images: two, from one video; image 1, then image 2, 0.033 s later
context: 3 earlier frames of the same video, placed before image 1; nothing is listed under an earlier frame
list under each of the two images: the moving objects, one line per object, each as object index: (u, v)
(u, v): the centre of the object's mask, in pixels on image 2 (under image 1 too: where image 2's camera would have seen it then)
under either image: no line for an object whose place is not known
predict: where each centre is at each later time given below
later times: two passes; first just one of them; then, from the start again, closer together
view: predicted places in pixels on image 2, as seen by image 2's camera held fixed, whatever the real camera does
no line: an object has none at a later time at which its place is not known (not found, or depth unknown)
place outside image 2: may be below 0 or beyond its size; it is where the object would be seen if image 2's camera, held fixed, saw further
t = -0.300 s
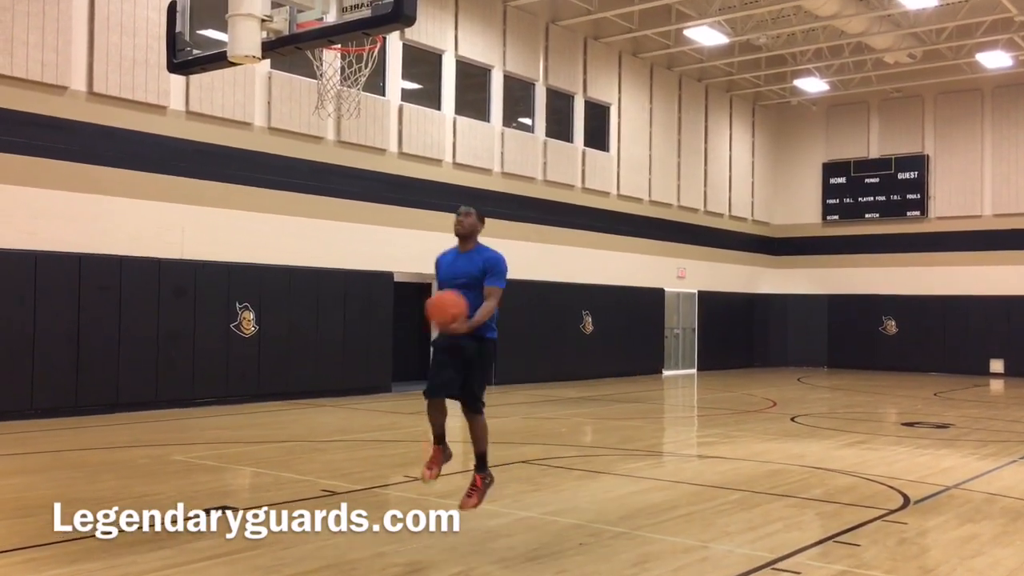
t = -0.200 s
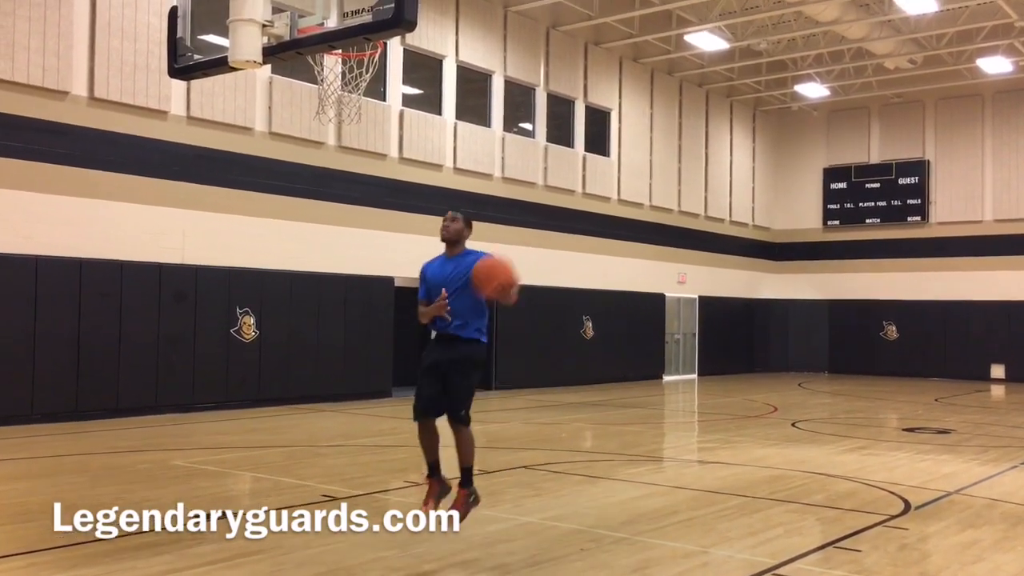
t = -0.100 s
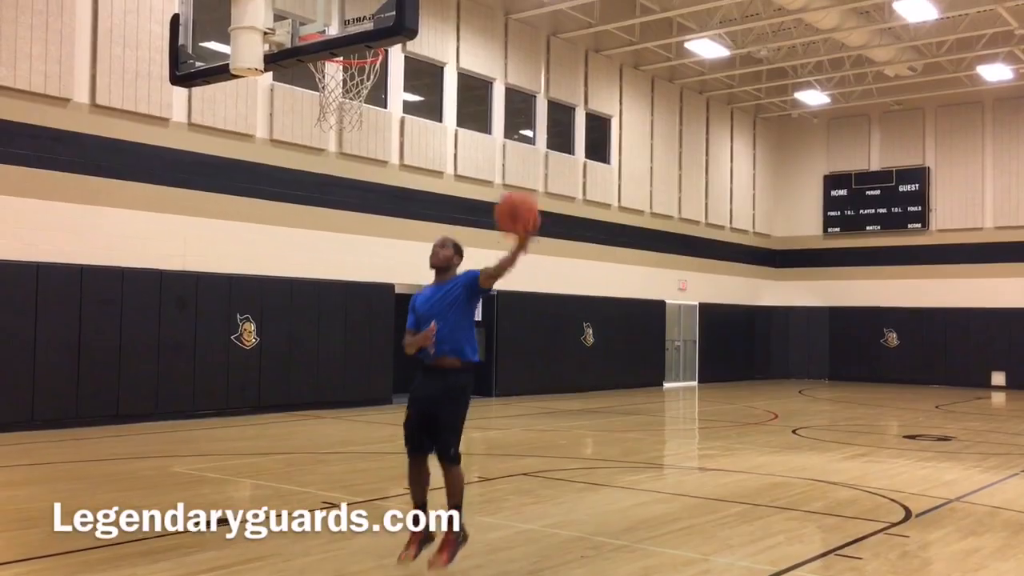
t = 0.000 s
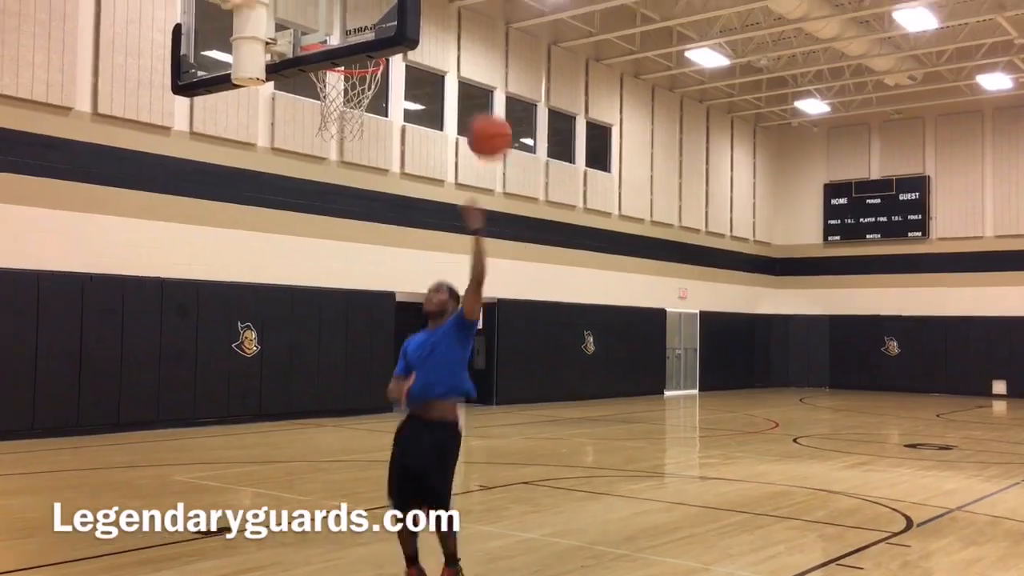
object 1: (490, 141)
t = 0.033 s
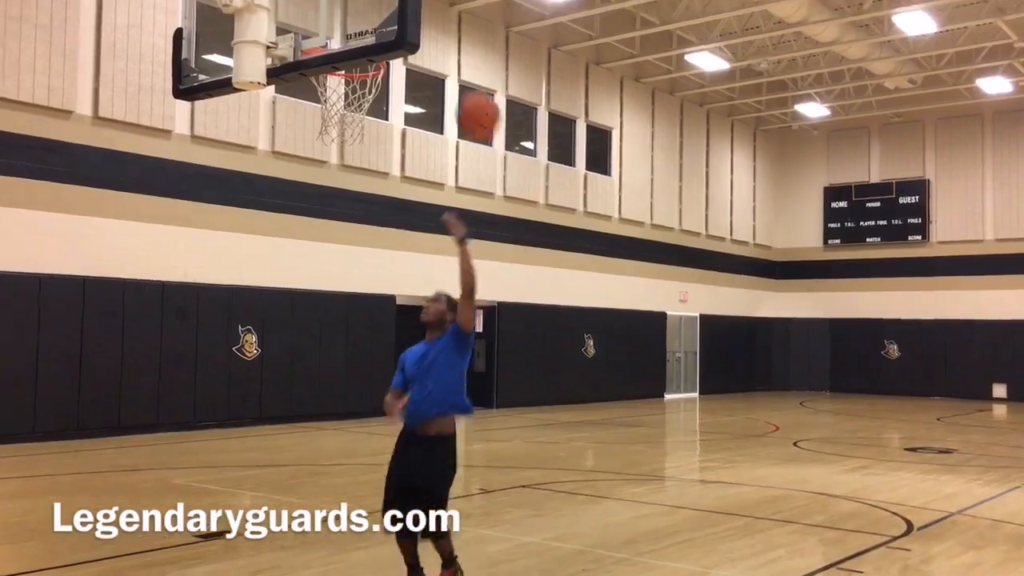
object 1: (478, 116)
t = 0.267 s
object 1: (385, -10)
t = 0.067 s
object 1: (467, 93)
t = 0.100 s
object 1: (454, 71)
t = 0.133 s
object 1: (442, 51)
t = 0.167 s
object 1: (436, 34)
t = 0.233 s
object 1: (391, -1)
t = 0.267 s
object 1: (385, -10)
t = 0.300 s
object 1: (380, -15)
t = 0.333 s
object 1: (372, -21)
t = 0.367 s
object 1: (363, -24)
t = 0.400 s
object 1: (360, -23)
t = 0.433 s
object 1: (358, -16)
